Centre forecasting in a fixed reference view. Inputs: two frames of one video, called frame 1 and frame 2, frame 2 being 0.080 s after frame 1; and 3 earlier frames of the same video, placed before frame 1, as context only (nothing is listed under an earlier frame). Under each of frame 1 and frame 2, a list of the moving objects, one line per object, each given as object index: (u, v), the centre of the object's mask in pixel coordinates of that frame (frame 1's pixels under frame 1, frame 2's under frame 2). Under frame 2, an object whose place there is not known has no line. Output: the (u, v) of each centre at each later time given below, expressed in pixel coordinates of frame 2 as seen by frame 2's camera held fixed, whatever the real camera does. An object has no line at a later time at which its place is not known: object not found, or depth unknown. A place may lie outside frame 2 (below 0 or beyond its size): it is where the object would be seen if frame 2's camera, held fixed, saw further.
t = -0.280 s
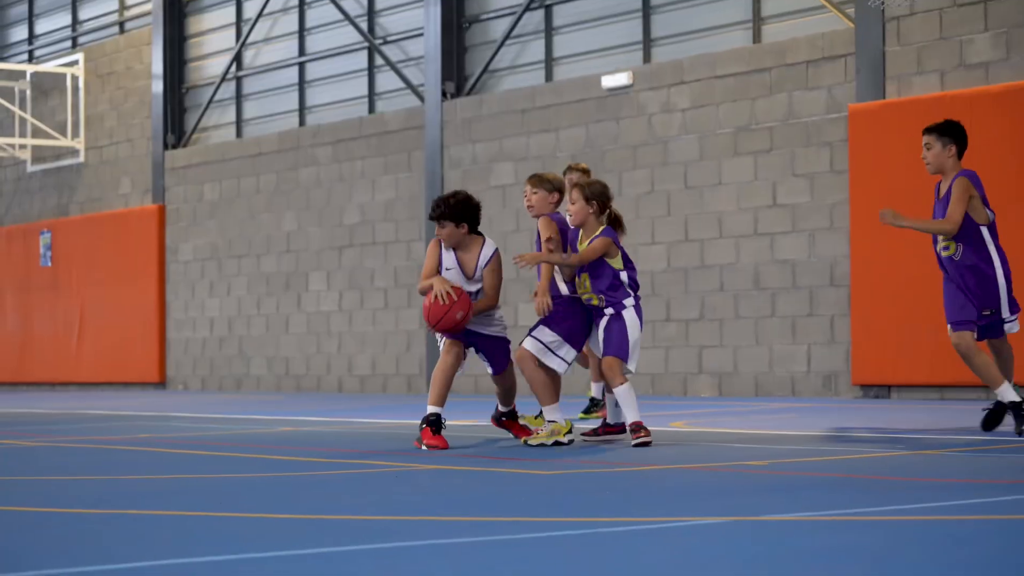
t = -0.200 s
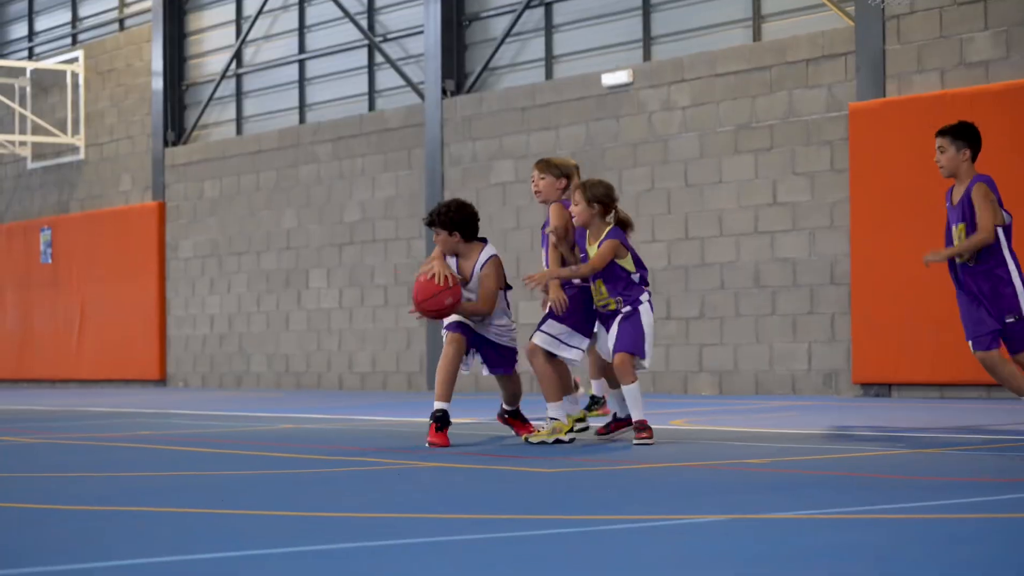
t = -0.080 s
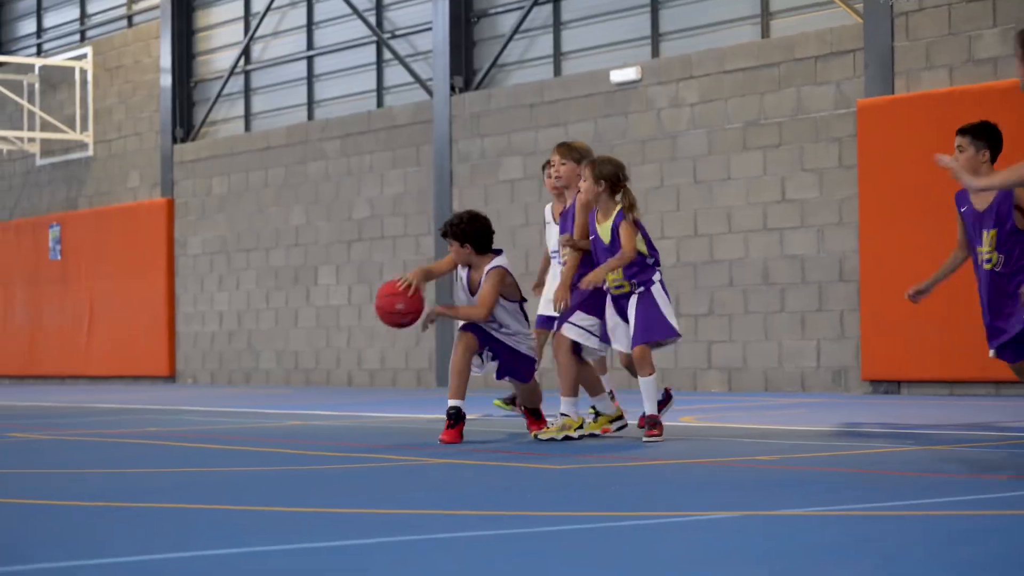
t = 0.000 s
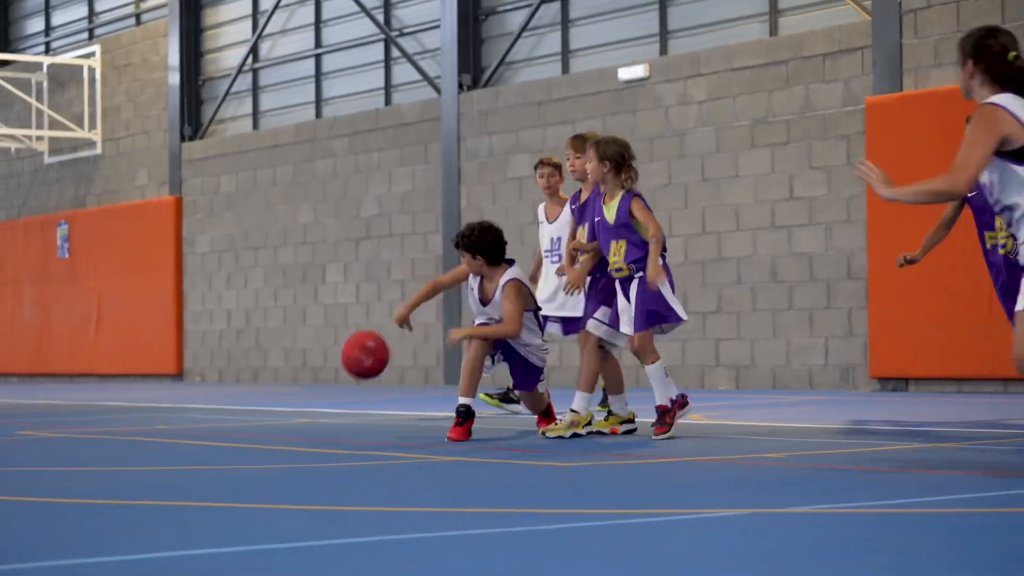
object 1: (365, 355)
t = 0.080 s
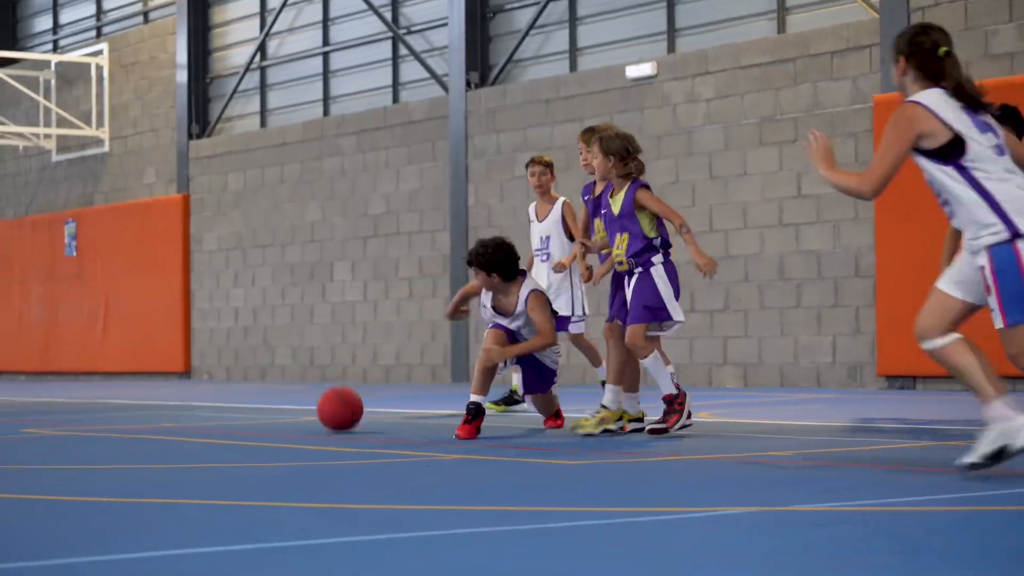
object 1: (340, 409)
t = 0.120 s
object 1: (336, 379)
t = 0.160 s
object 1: (332, 352)
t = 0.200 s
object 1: (327, 330)
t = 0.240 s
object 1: (323, 311)
